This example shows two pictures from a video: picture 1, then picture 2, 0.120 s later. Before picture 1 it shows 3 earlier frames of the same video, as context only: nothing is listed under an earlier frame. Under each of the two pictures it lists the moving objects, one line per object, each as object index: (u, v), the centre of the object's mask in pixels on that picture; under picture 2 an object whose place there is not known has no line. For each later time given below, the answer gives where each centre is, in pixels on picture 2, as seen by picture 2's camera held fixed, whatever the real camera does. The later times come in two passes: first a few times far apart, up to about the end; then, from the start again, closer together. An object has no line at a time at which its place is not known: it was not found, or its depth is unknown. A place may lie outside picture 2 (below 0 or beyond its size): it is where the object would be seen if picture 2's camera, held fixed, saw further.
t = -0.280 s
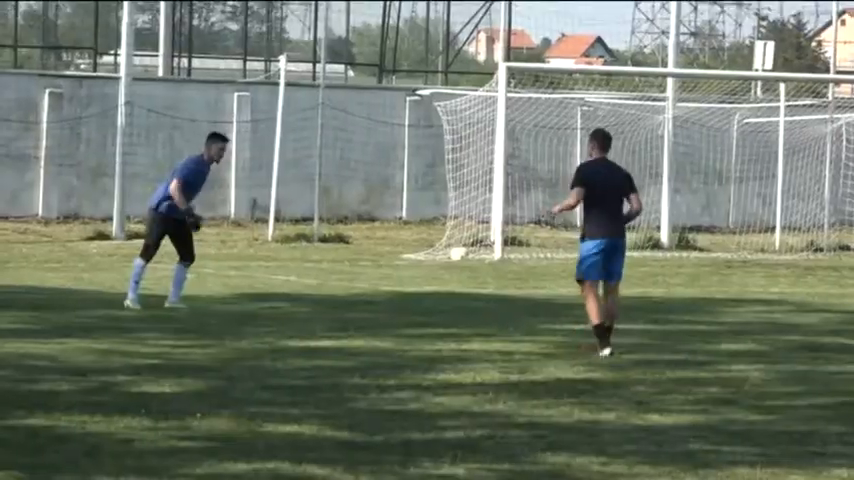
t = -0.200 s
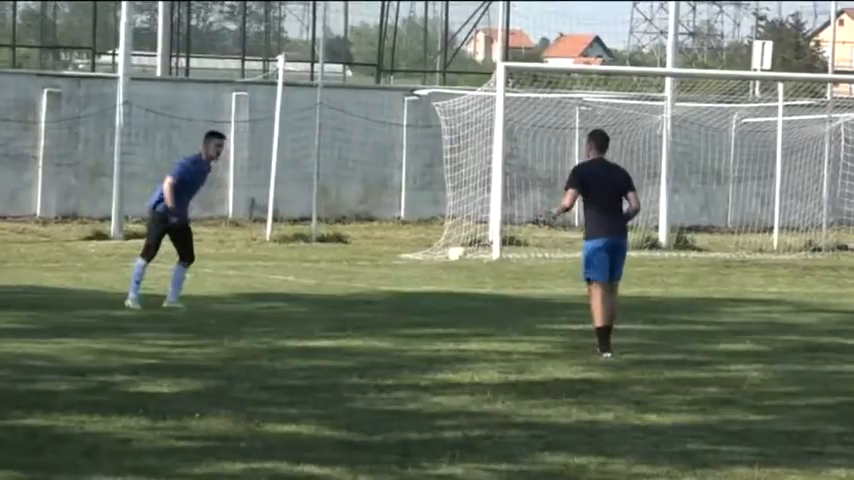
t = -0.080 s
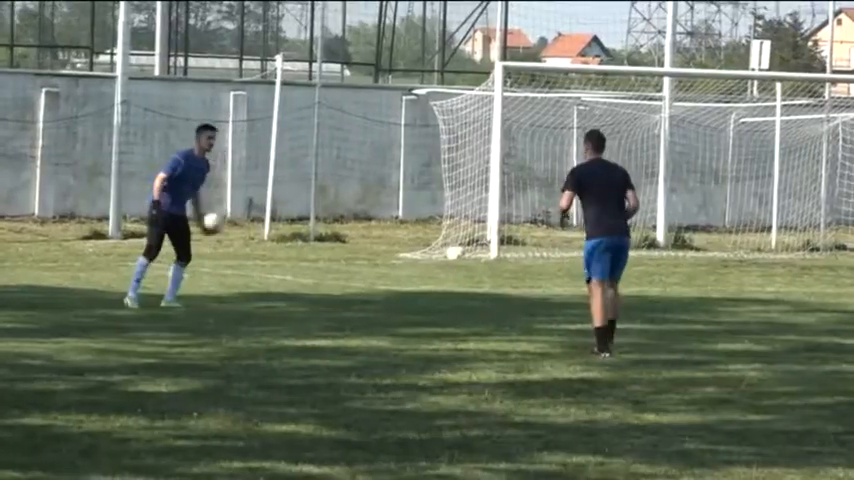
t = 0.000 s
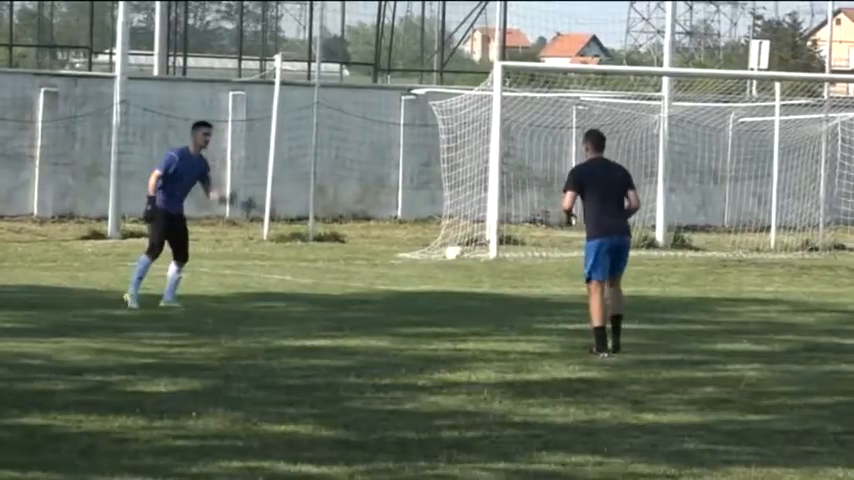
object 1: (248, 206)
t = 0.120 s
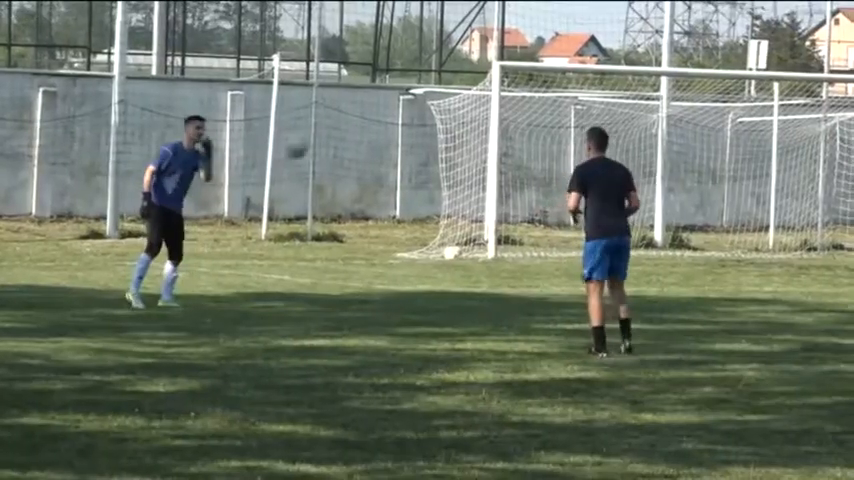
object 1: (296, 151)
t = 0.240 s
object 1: (348, 109)
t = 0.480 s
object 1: (458, 83)
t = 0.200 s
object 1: (331, 118)
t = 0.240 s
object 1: (348, 109)
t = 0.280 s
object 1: (368, 100)
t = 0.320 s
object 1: (384, 92)
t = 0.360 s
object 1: (401, 86)
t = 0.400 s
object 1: (418, 83)
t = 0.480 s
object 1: (458, 83)
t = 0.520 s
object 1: (474, 85)
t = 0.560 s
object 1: (491, 91)
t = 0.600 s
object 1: (509, 98)
